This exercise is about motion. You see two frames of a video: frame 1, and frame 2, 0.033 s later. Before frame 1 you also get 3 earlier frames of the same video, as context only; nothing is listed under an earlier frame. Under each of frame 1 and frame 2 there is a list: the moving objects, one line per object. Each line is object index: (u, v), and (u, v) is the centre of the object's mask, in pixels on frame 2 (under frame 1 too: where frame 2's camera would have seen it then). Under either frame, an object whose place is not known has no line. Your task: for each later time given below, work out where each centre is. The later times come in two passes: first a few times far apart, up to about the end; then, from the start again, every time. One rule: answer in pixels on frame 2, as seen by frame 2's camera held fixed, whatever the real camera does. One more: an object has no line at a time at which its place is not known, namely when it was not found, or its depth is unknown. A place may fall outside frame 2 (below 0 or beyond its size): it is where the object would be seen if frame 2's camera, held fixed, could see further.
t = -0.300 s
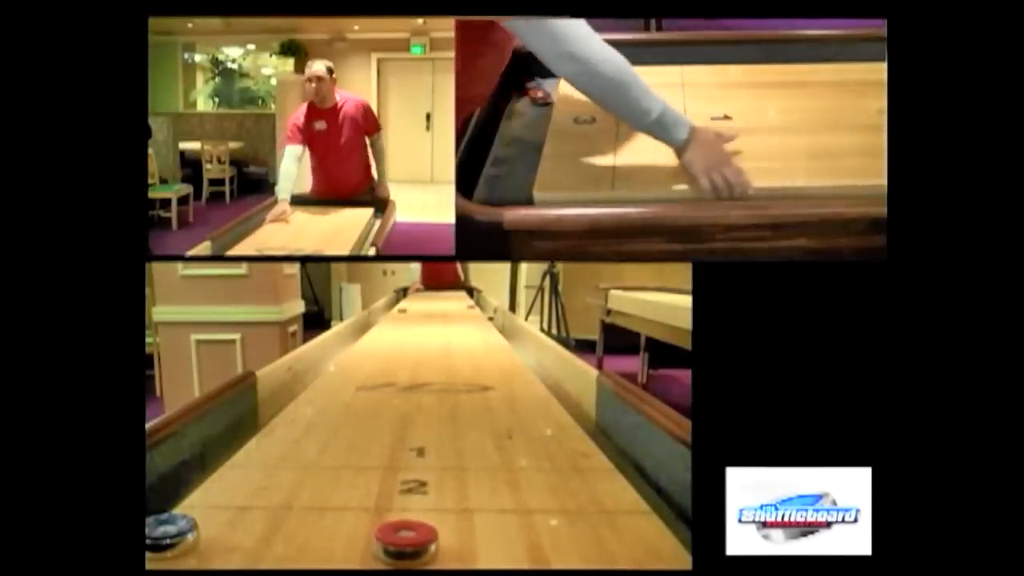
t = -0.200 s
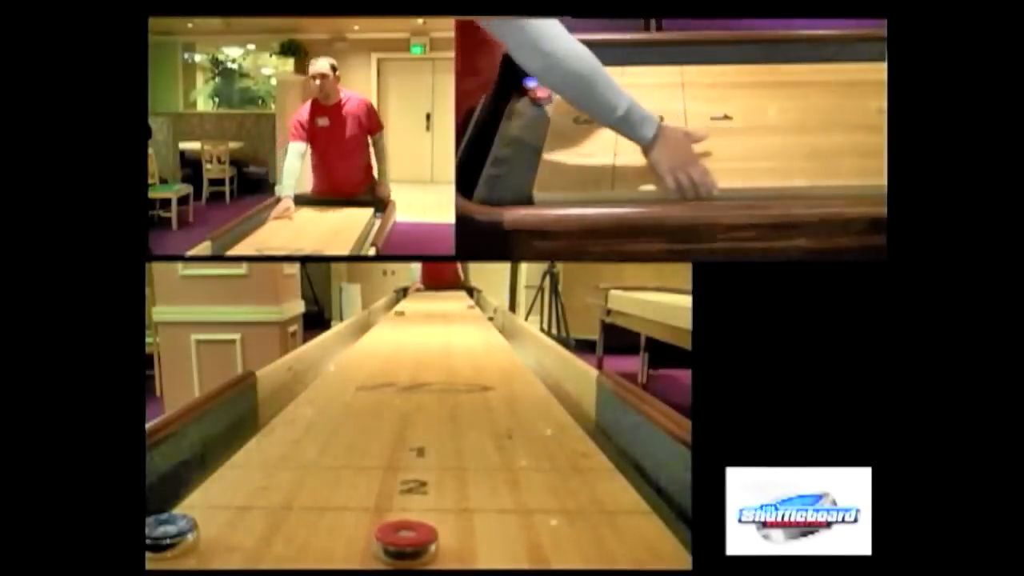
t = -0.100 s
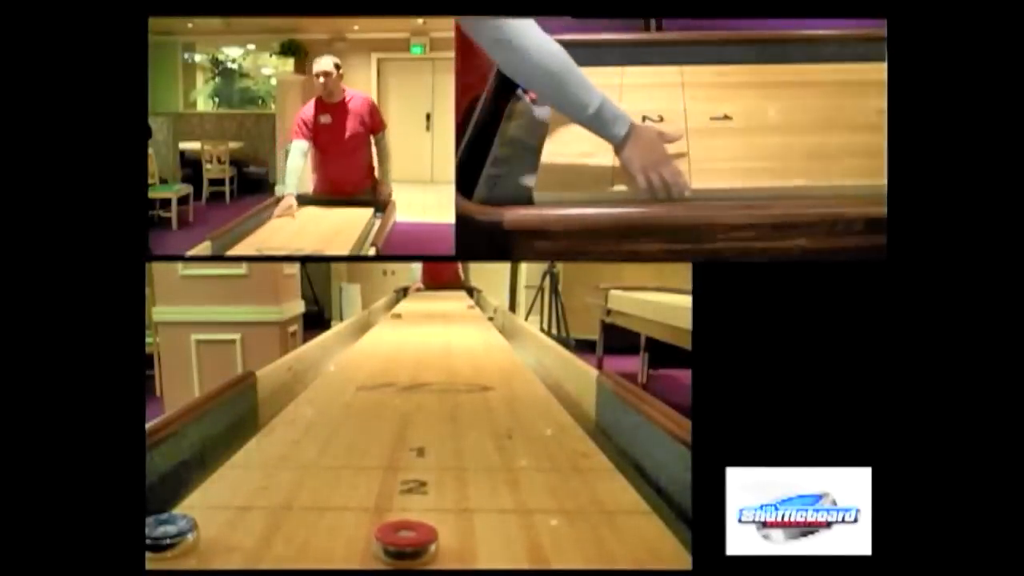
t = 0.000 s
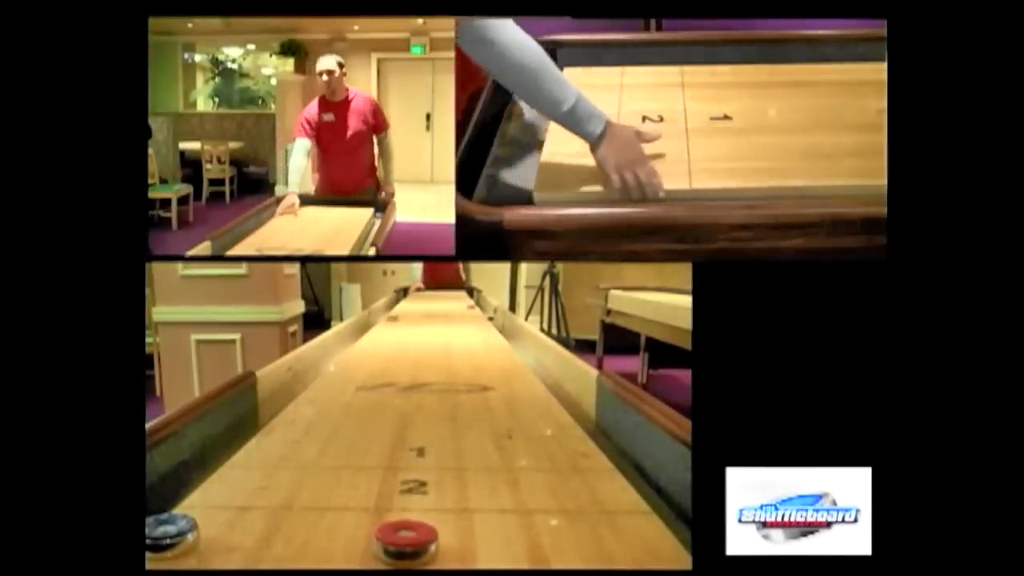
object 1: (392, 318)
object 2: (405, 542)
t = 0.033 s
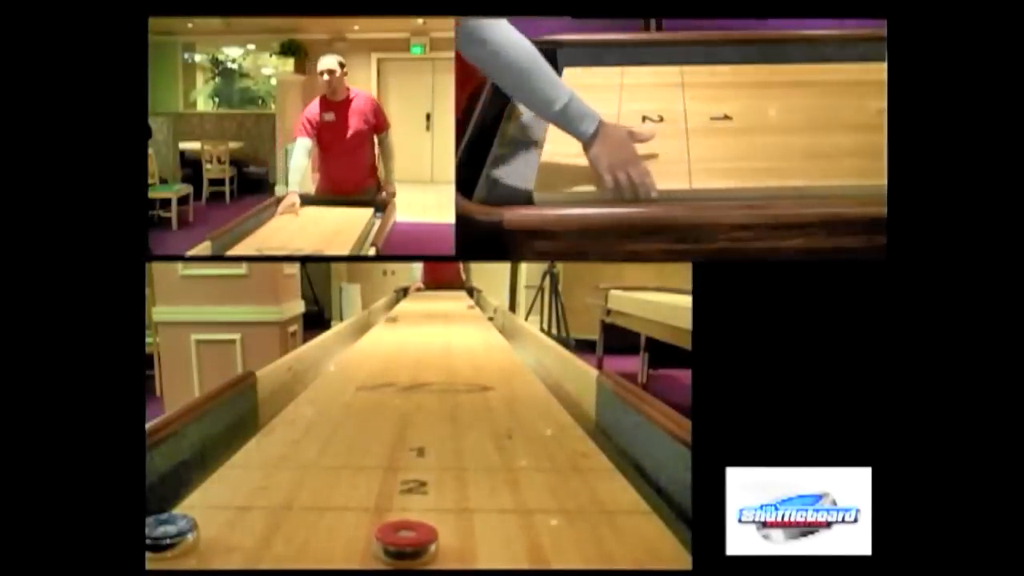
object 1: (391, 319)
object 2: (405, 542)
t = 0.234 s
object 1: (381, 328)
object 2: (405, 541)
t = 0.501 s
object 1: (365, 345)
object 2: (405, 542)
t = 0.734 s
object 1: (344, 367)
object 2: (405, 542)
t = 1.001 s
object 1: (298, 413)
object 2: (405, 542)
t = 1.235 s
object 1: (207, 507)
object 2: (405, 542)
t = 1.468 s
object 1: (291, 526)
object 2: (405, 542)
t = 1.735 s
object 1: (339, 540)
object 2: (461, 544)
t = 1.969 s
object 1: (338, 545)
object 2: (552, 549)
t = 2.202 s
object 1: (338, 547)
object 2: (633, 554)
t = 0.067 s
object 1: (389, 321)
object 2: (405, 541)
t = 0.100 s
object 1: (388, 322)
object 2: (405, 541)
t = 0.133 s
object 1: (386, 323)
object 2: (405, 541)
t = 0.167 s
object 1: (385, 325)
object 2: (405, 541)
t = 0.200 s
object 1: (383, 327)
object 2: (405, 542)
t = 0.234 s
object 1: (381, 328)
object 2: (405, 541)
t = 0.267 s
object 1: (380, 330)
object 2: (405, 542)
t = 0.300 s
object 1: (378, 332)
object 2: (405, 542)
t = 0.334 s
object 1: (377, 334)
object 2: (405, 542)
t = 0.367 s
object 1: (375, 336)
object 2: (405, 541)
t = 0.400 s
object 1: (373, 338)
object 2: (405, 542)
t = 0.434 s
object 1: (371, 341)
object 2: (405, 542)
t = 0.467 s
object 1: (368, 343)
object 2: (405, 542)
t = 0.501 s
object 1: (365, 345)
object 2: (405, 542)
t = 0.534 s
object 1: (363, 348)
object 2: (405, 542)
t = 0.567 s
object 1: (361, 351)
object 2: (405, 542)
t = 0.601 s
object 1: (358, 354)
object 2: (405, 542)
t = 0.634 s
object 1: (355, 357)
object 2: (405, 542)
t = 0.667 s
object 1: (351, 361)
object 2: (405, 542)
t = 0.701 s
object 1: (347, 364)
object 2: (405, 542)
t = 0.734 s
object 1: (344, 367)
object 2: (405, 542)
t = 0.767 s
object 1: (340, 371)
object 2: (405, 541)
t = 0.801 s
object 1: (336, 376)
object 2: (405, 542)
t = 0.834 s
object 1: (331, 381)
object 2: (405, 542)
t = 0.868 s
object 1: (326, 385)
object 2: (405, 542)
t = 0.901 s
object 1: (320, 391)
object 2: (405, 542)
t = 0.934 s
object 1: (313, 397)
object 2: (405, 542)
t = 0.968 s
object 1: (307, 405)
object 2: (405, 542)
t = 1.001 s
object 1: (298, 413)
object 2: (405, 542)
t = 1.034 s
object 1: (290, 421)
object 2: (405, 542)
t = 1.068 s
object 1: (281, 430)
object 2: (405, 542)
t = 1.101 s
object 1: (270, 442)
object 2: (405, 542)
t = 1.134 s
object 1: (256, 455)
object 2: (405, 541)
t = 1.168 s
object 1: (242, 469)
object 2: (405, 542)
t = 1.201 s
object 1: (225, 487)
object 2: (405, 542)
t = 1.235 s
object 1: (207, 507)
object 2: (405, 542)
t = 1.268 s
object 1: (217, 511)
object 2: (405, 542)
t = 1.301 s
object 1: (228, 513)
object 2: (405, 542)
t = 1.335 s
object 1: (240, 516)
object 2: (405, 541)
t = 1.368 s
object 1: (253, 518)
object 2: (405, 542)
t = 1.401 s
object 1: (265, 520)
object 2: (405, 542)
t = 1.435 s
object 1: (279, 523)
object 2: (405, 542)
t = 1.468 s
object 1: (291, 526)
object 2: (405, 542)
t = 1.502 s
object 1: (303, 528)
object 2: (405, 542)
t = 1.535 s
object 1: (316, 531)
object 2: (405, 542)
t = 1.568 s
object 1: (329, 534)
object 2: (405, 542)
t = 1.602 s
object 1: (341, 536)
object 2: (407, 542)
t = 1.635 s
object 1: (341, 537)
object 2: (419, 542)
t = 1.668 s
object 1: (341, 538)
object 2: (430, 542)
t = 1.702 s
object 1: (340, 539)
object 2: (445, 542)
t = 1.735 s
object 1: (339, 540)
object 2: (461, 544)
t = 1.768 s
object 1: (339, 541)
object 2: (475, 545)
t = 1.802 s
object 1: (339, 542)
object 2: (487, 546)
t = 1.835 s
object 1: (338, 542)
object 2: (501, 547)
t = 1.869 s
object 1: (338, 543)
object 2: (513, 547)
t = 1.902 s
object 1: (338, 544)
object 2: (526, 548)
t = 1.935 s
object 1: (338, 545)
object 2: (539, 548)
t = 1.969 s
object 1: (338, 545)
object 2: (552, 549)
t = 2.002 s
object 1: (338, 546)
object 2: (564, 550)
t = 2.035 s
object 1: (338, 546)
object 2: (576, 550)
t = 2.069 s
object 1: (338, 546)
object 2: (589, 551)
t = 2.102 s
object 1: (338, 546)
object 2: (601, 551)
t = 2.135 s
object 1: (338, 547)
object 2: (613, 552)
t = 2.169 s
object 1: (338, 547)
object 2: (624, 552)
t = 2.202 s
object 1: (338, 547)
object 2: (633, 554)
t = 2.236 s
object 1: (338, 547)
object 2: (642, 558)
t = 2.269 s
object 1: (339, 548)
